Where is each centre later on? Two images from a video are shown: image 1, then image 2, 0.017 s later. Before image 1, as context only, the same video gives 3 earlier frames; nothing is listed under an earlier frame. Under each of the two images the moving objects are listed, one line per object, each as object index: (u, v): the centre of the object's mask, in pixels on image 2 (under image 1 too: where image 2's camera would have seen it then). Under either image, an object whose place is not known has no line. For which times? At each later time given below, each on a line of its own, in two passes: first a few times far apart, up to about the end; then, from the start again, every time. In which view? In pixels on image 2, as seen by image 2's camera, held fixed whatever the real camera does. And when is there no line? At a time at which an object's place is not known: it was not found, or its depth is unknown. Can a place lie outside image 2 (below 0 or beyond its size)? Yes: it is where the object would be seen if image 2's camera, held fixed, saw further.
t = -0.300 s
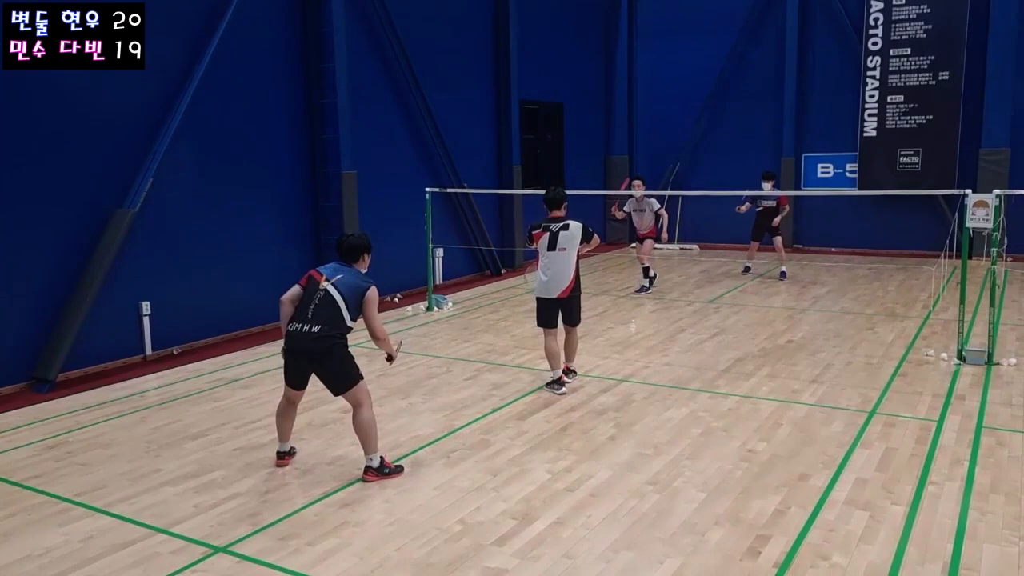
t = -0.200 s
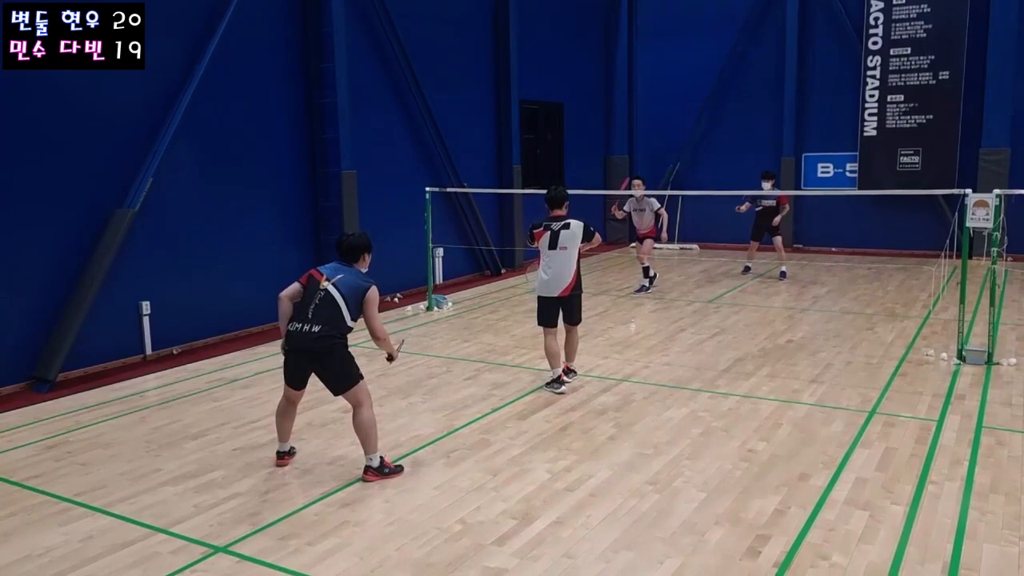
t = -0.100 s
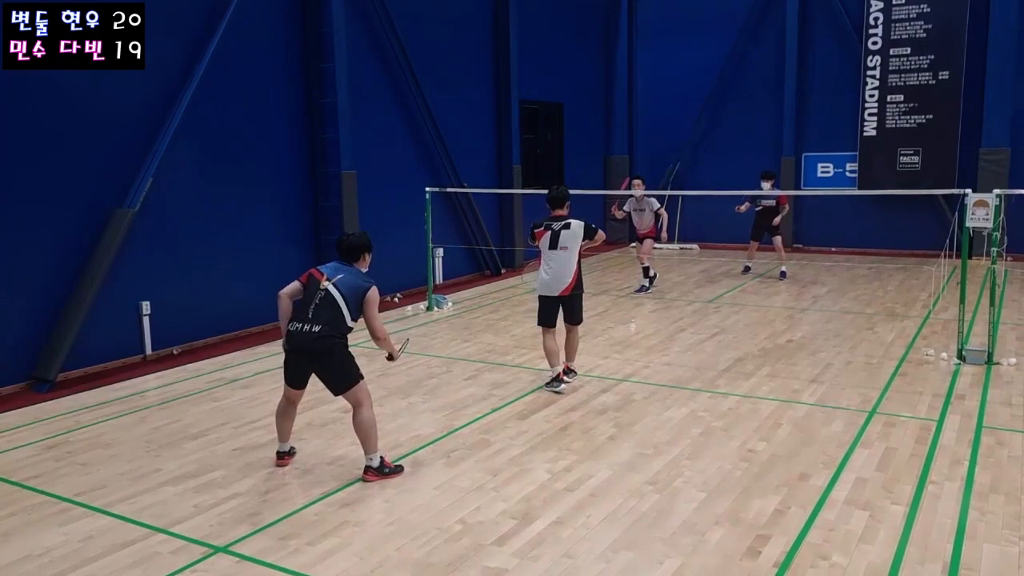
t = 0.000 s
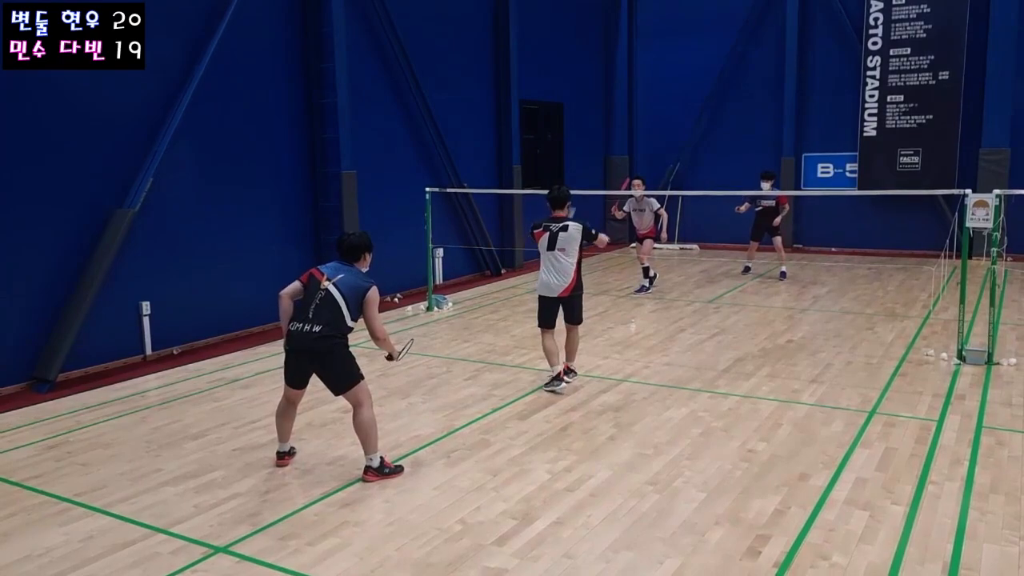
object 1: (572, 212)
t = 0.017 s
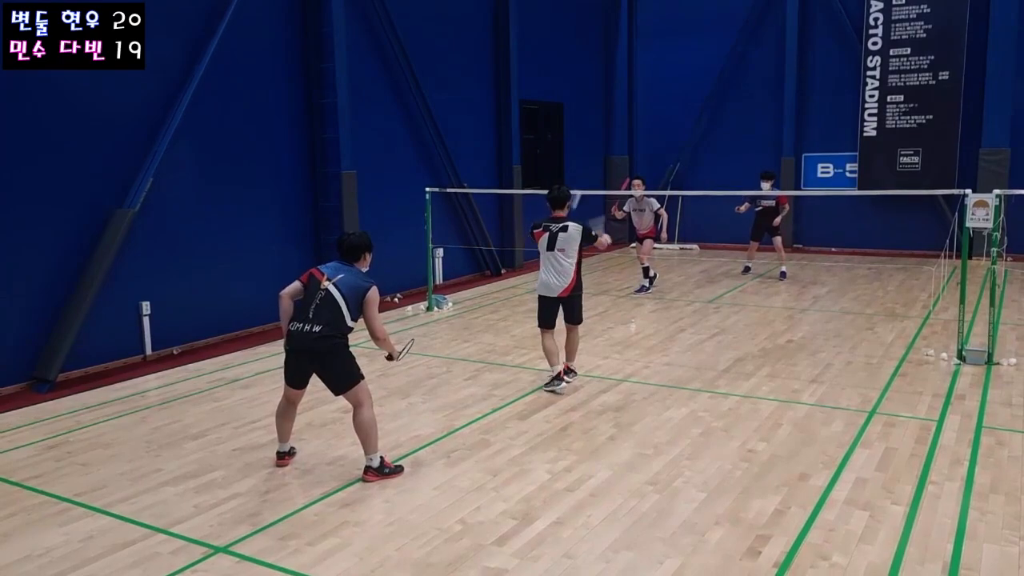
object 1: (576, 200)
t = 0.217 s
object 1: (634, 89)
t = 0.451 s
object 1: (669, 58)
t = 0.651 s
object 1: (689, 68)
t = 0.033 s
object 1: (581, 182)
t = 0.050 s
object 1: (584, 169)
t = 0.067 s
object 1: (590, 156)
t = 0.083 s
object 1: (597, 145)
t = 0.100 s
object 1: (603, 135)
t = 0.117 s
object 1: (609, 127)
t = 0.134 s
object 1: (615, 119)
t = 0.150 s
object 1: (619, 112)
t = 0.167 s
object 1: (623, 105)
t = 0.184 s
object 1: (627, 99)
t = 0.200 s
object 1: (630, 93)
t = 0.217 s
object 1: (634, 89)
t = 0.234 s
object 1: (637, 84)
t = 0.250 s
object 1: (637, 78)
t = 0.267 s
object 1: (643, 76)
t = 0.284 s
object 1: (646, 73)
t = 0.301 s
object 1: (648, 71)
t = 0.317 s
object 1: (651, 68)
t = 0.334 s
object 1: (654, 66)
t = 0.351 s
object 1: (656, 64)
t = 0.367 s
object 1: (658, 62)
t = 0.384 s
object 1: (661, 61)
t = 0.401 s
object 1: (663, 59)
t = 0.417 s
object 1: (665, 59)
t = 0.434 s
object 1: (667, 58)
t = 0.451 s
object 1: (669, 58)
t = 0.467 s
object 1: (671, 57)
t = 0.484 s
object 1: (673, 57)
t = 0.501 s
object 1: (674, 58)
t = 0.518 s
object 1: (676, 58)
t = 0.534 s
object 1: (678, 59)
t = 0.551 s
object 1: (679, 60)
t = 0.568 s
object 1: (681, 61)
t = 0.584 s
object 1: (682, 62)
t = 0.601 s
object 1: (684, 63)
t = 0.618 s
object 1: (686, 65)
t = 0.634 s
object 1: (687, 66)
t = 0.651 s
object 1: (689, 68)
